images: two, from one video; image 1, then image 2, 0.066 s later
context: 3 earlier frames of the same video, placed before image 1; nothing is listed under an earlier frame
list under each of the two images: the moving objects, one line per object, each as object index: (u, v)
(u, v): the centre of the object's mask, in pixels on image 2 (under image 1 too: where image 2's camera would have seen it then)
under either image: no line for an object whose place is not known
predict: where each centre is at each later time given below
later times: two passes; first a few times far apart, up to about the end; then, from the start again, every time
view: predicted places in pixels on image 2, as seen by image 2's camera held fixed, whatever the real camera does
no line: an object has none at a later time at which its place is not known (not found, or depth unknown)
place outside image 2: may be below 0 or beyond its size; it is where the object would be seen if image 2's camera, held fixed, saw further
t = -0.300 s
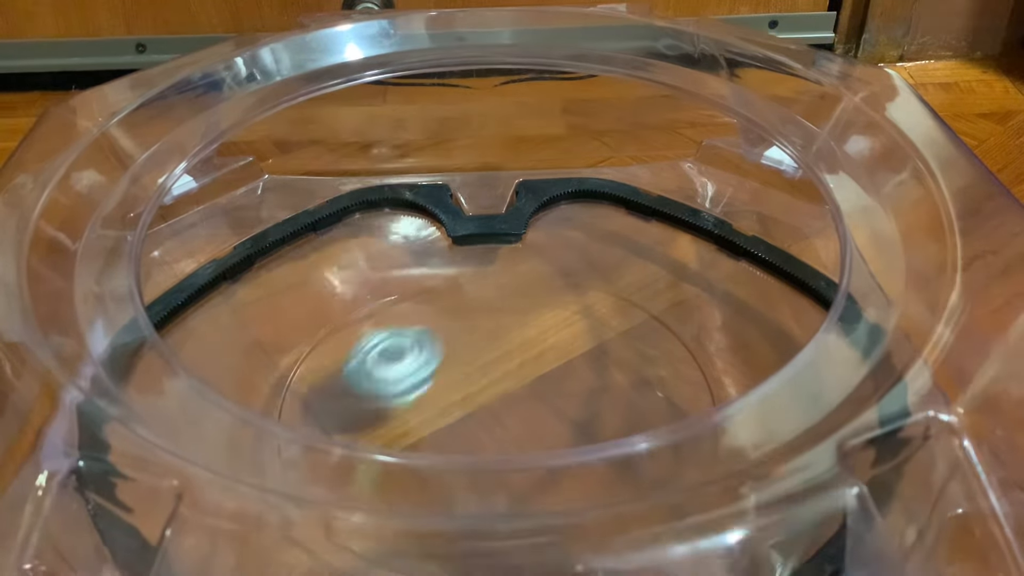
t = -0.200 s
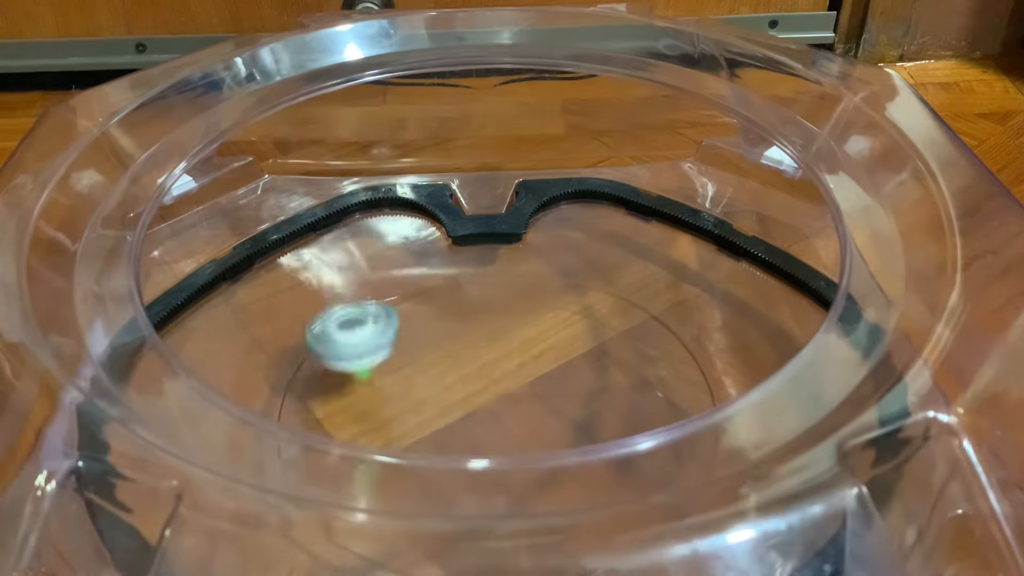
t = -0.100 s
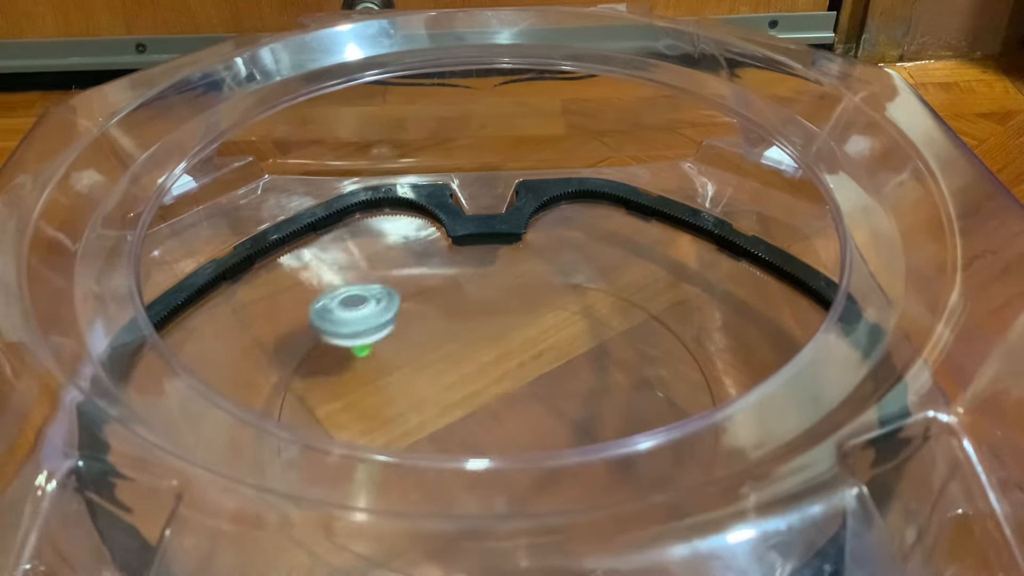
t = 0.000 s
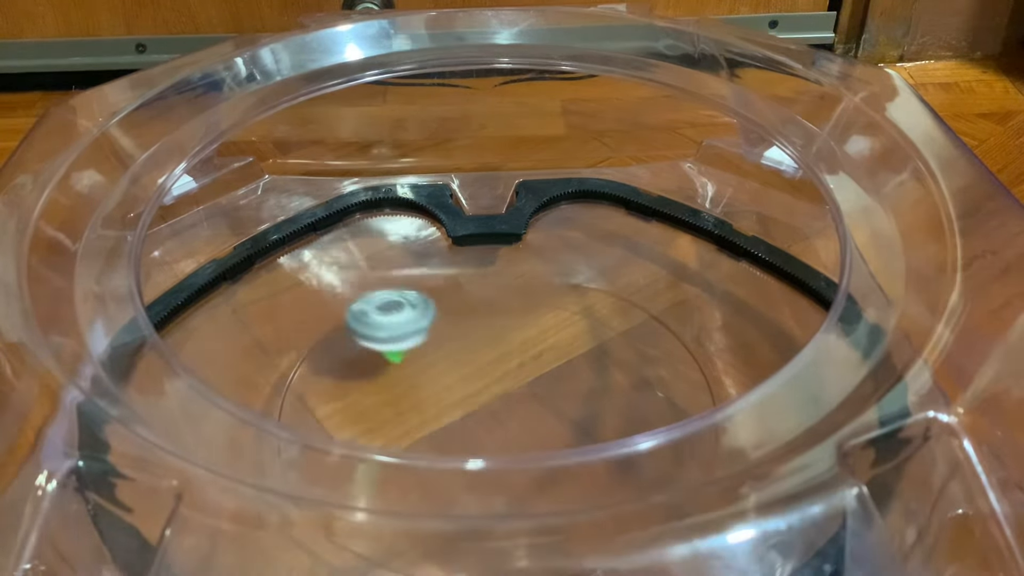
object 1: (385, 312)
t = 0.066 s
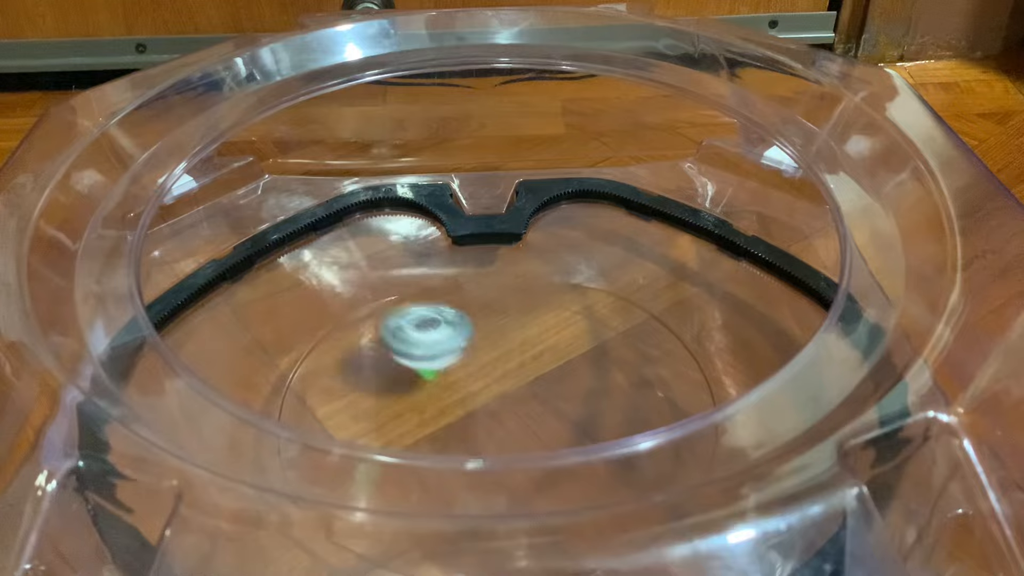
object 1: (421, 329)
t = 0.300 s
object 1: (549, 405)
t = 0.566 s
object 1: (541, 394)
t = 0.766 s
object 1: (443, 337)
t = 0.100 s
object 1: (438, 338)
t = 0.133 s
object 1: (459, 350)
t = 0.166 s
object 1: (480, 361)
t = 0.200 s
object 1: (500, 373)
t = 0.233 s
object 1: (519, 386)
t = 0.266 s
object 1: (537, 398)
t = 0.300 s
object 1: (549, 405)
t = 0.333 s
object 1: (559, 411)
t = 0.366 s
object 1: (567, 416)
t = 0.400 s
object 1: (571, 419)
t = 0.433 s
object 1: (571, 418)
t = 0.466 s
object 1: (568, 414)
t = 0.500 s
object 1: (562, 409)
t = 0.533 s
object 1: (553, 401)
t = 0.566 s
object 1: (541, 394)
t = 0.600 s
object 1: (526, 382)
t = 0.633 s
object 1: (510, 370)
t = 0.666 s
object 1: (492, 360)
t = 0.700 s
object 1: (475, 351)
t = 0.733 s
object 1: (459, 343)
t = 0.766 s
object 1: (443, 337)
